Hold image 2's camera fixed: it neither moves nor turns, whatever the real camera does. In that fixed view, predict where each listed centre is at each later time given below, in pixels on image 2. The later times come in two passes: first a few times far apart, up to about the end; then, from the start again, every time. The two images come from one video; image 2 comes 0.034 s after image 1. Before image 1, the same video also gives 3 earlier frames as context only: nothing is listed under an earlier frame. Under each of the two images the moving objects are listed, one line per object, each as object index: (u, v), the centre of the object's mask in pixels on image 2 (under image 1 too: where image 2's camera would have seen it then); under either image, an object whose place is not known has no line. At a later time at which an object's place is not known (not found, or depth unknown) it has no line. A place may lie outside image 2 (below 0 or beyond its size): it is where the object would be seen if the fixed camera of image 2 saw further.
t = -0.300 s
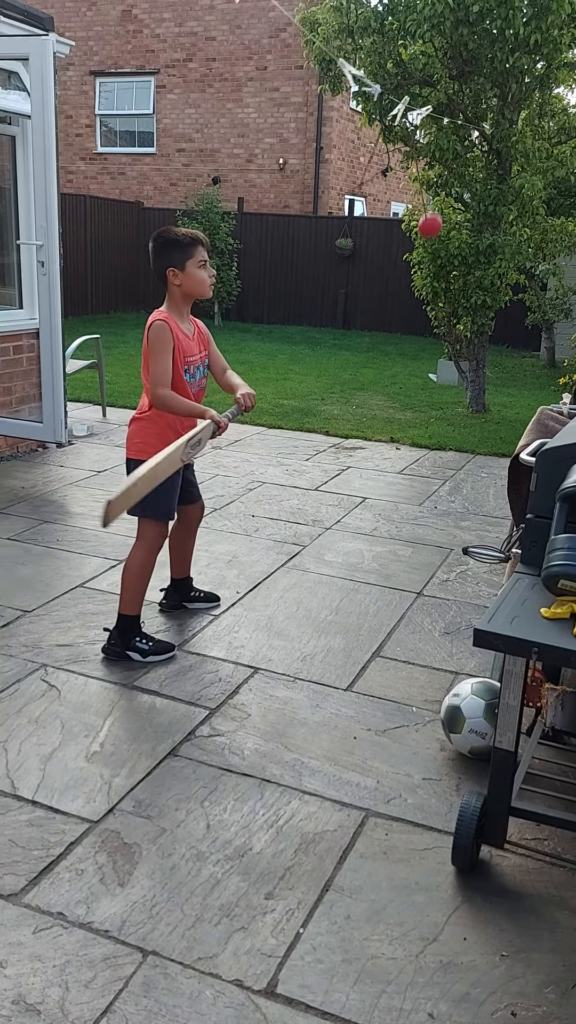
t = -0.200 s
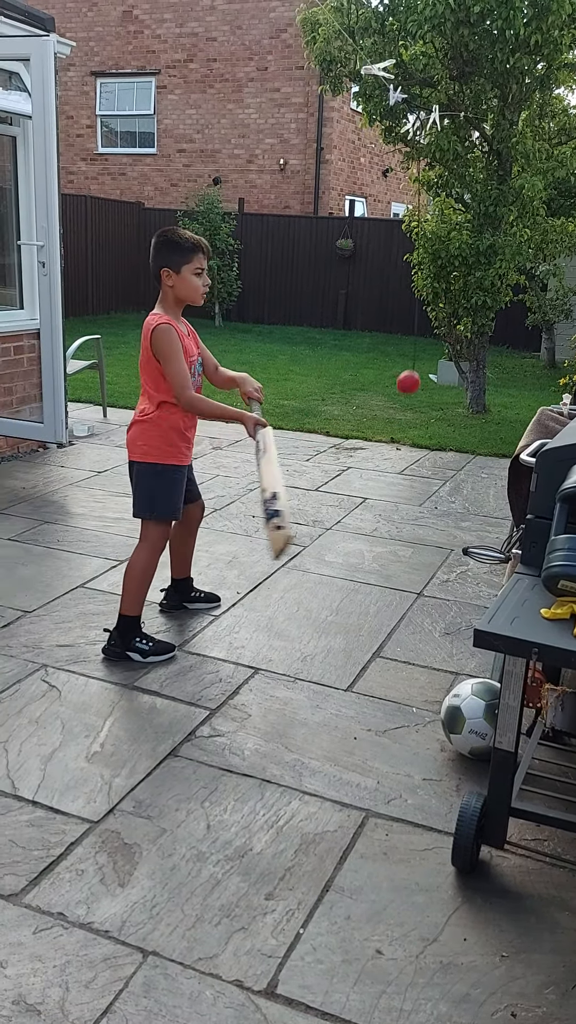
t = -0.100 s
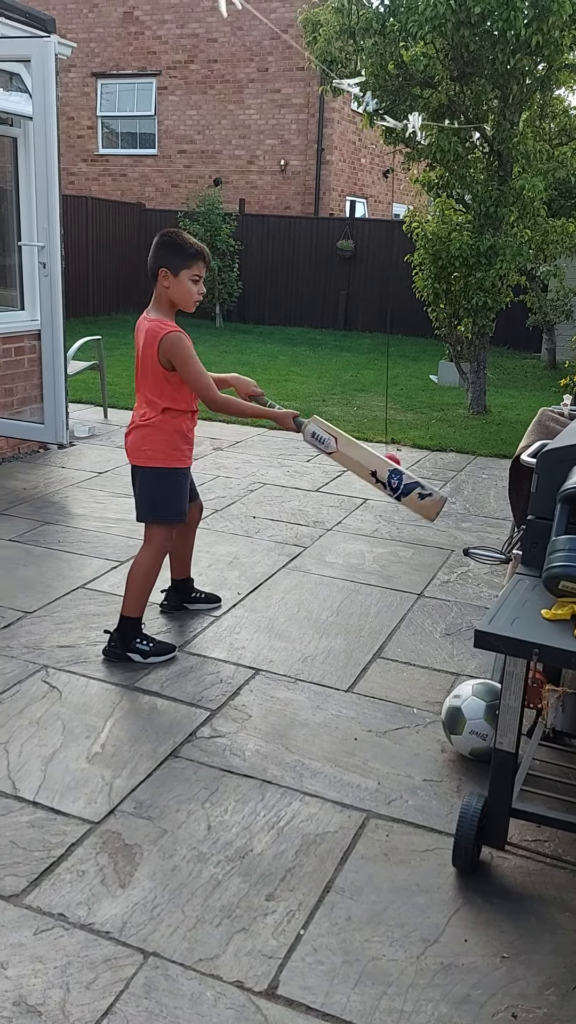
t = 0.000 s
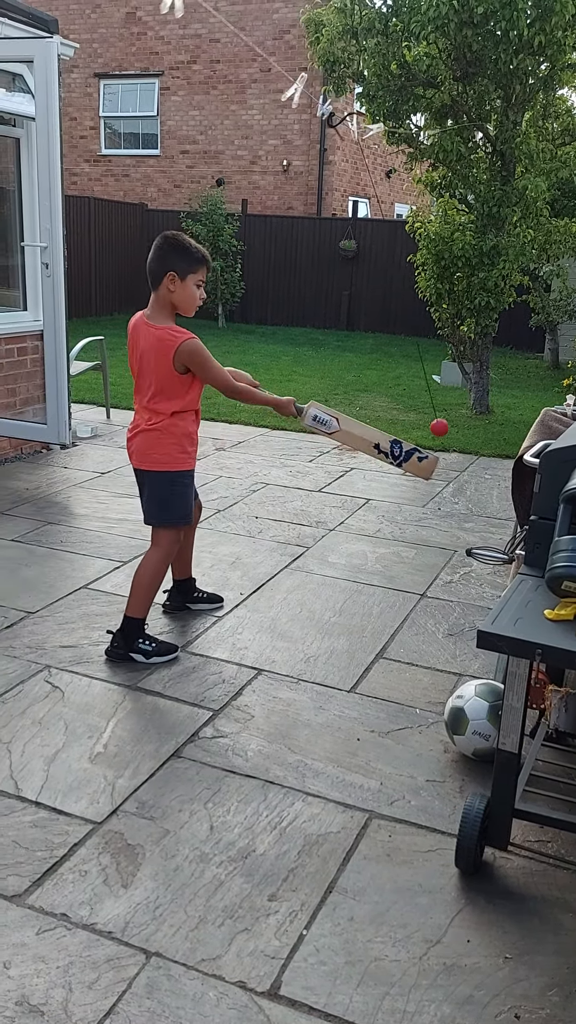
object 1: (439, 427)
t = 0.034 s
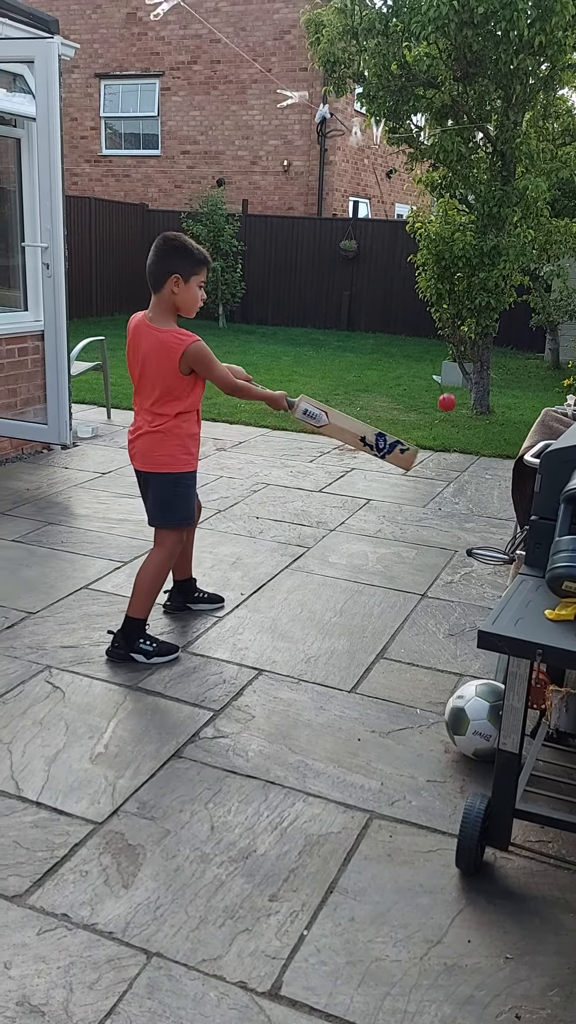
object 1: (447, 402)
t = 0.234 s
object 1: (430, 215)
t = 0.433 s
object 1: (377, 68)
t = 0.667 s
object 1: (303, 21)
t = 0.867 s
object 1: (233, 102)
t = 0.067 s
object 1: (451, 377)
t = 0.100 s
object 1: (453, 350)
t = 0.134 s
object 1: (450, 316)
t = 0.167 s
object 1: (444, 281)
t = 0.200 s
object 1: (437, 247)
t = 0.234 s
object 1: (430, 215)
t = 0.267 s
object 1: (422, 185)
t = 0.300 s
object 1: (413, 156)
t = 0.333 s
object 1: (405, 131)
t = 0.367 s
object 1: (396, 107)
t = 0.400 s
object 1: (386, 86)
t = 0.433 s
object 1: (377, 68)
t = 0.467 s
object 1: (367, 52)
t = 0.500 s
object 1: (357, 39)
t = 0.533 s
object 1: (346, 29)
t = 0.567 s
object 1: (336, 21)
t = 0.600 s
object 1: (325, 19)
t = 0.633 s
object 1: (314, 18)
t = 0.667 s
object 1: (303, 21)
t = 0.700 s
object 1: (291, 26)
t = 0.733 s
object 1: (280, 35)
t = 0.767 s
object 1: (269, 47)
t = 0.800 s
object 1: (253, 63)
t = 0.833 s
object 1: (245, 81)
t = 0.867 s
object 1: (233, 102)
